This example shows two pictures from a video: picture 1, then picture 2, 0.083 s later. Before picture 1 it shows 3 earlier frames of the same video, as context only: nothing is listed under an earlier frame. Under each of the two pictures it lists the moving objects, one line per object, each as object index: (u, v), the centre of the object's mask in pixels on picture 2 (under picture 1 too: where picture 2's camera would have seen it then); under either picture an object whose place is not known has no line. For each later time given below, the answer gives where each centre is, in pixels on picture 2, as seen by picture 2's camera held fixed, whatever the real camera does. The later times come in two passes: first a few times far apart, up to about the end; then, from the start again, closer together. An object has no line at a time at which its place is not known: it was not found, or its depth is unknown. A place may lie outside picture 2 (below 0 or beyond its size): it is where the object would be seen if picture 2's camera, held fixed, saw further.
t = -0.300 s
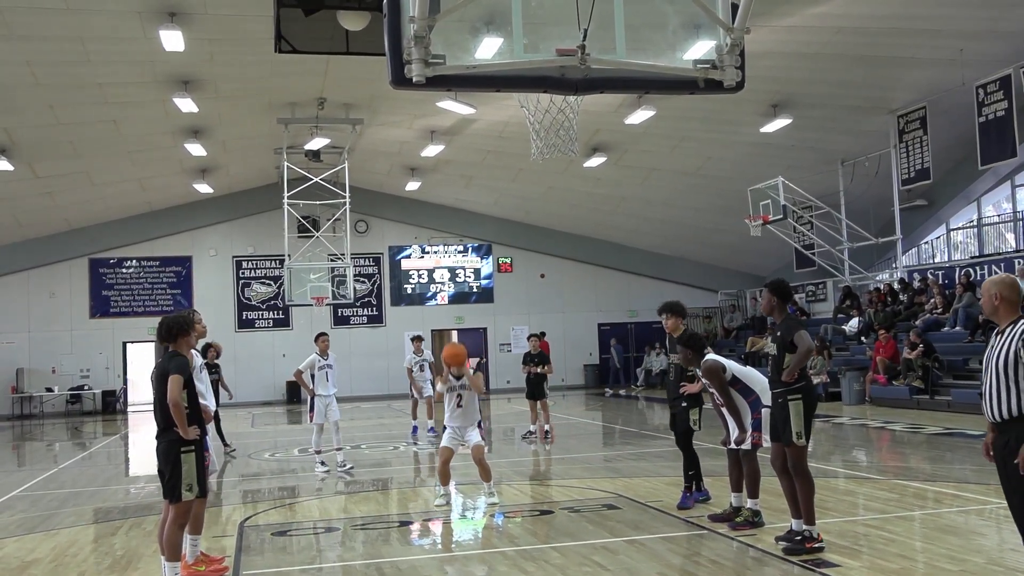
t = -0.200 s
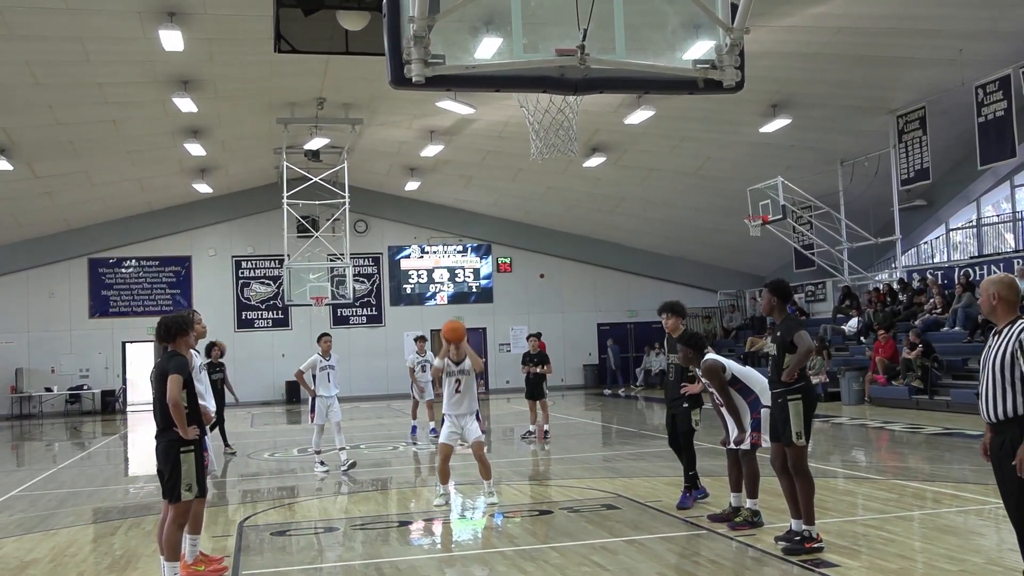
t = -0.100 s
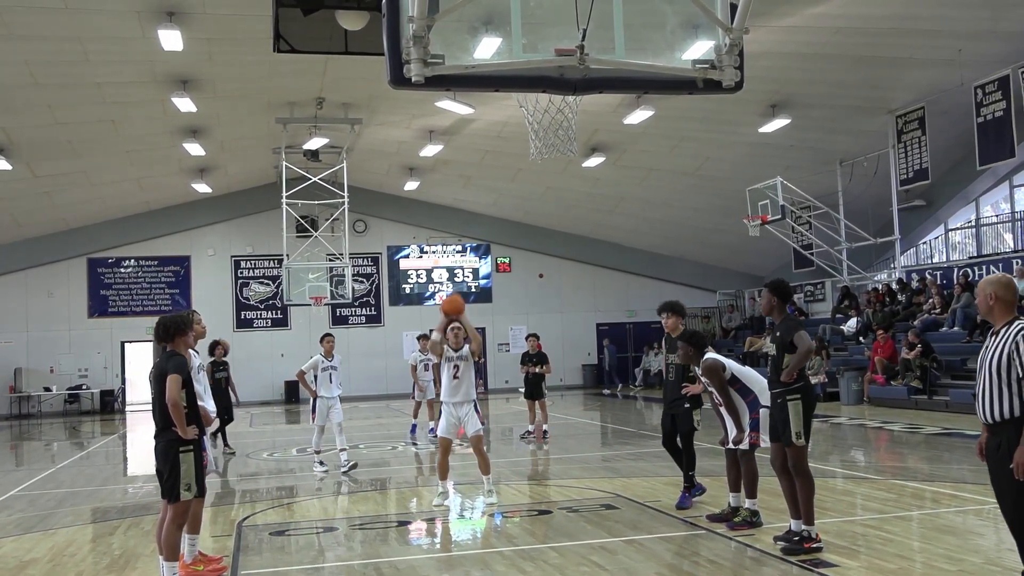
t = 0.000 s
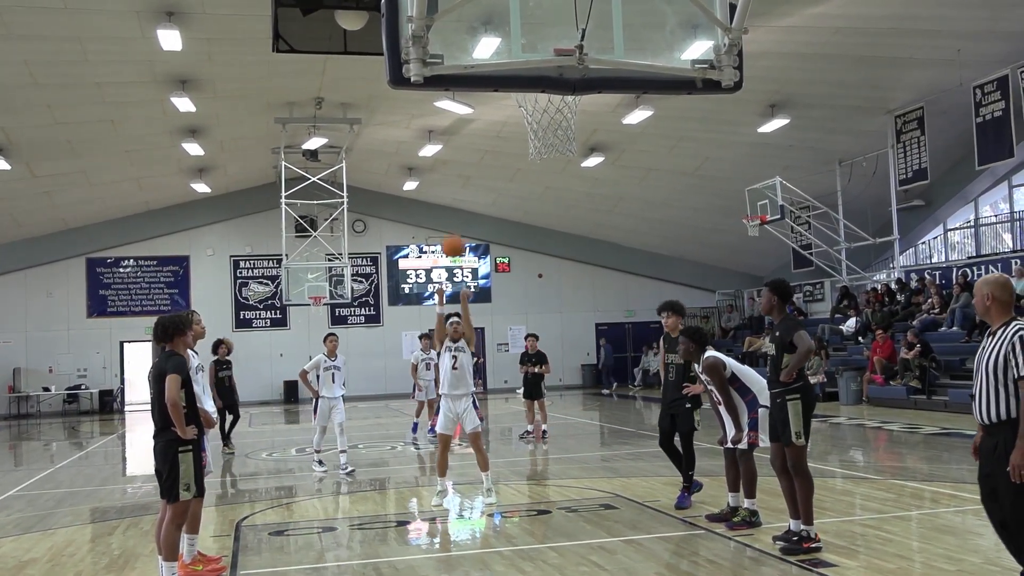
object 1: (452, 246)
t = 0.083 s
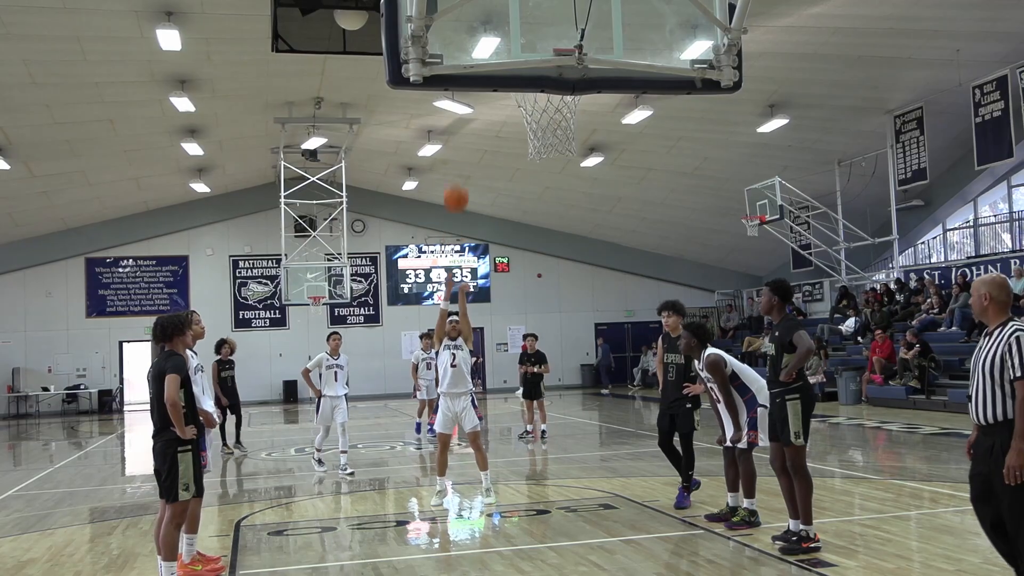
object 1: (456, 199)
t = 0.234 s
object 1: (463, 120)
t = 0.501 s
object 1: (480, 20)
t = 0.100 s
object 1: (456, 189)
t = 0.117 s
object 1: (457, 180)
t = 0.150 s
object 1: (458, 162)
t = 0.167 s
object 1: (459, 152)
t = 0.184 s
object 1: (460, 144)
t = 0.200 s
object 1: (460, 135)
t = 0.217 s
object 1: (461, 127)
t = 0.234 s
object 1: (463, 120)
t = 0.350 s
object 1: (469, 57)
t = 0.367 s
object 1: (469, 56)
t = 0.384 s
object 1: (471, 53)
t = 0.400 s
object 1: (473, 49)
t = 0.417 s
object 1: (473, 43)
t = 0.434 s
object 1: (475, 38)
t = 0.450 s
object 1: (476, 33)
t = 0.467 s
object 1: (477, 28)
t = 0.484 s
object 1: (478, 24)
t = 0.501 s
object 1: (480, 20)
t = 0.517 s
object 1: (481, 16)
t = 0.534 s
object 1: (482, 13)
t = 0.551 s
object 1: (484, 12)
